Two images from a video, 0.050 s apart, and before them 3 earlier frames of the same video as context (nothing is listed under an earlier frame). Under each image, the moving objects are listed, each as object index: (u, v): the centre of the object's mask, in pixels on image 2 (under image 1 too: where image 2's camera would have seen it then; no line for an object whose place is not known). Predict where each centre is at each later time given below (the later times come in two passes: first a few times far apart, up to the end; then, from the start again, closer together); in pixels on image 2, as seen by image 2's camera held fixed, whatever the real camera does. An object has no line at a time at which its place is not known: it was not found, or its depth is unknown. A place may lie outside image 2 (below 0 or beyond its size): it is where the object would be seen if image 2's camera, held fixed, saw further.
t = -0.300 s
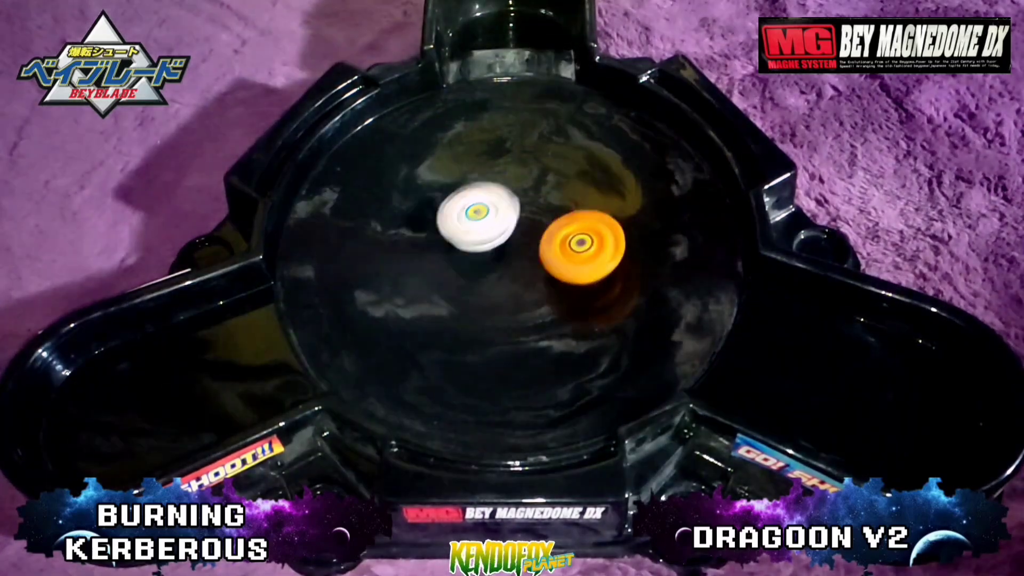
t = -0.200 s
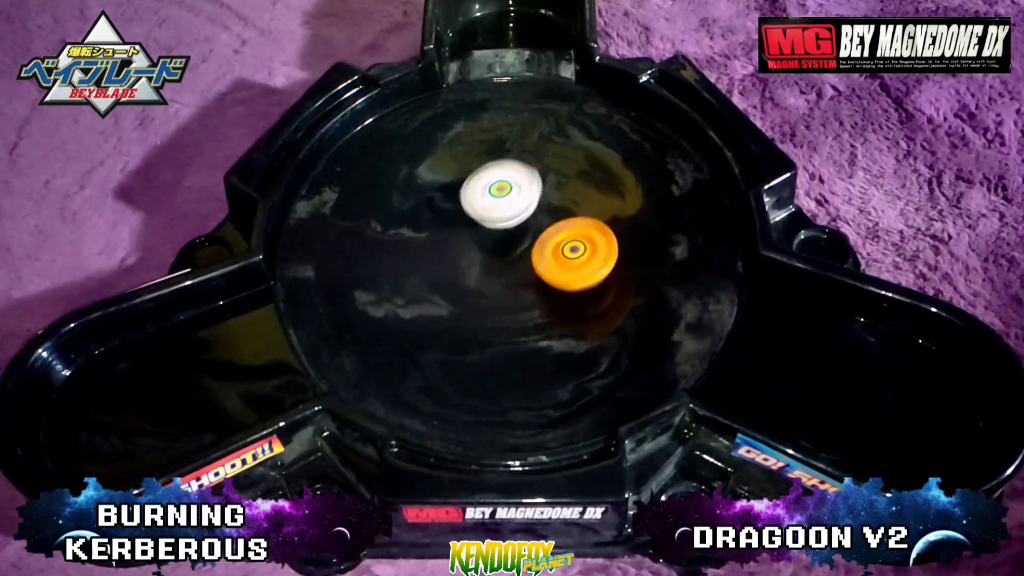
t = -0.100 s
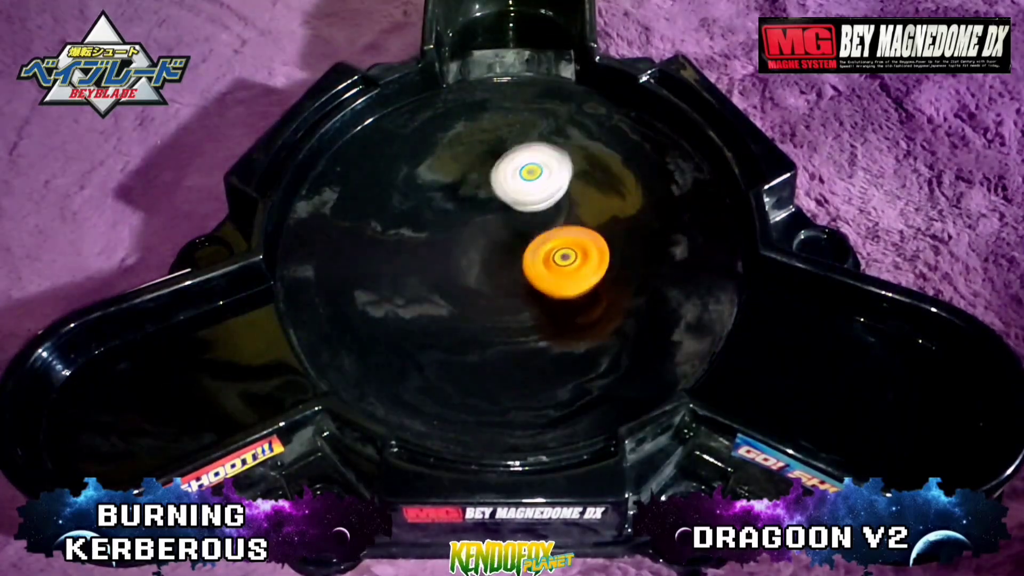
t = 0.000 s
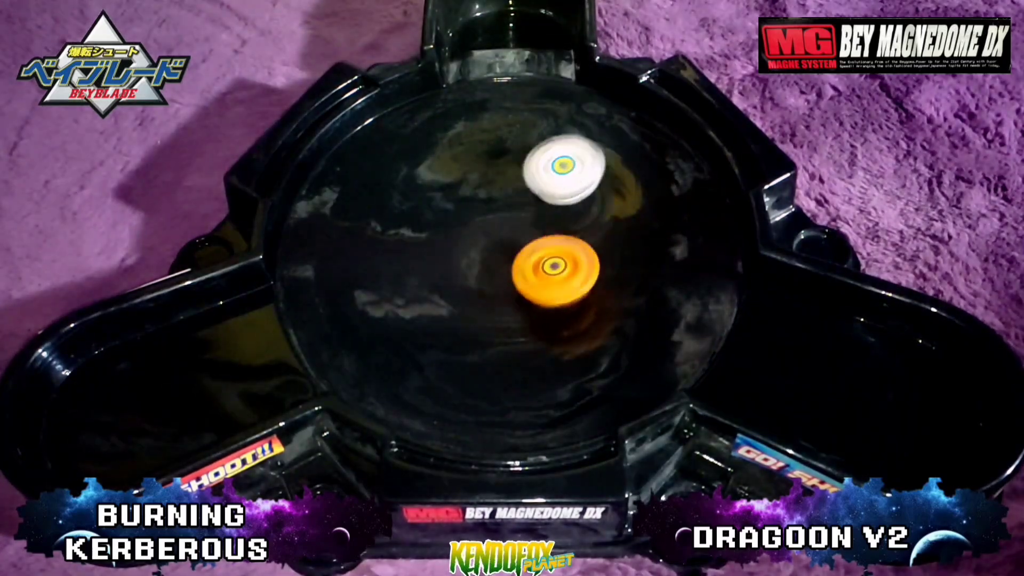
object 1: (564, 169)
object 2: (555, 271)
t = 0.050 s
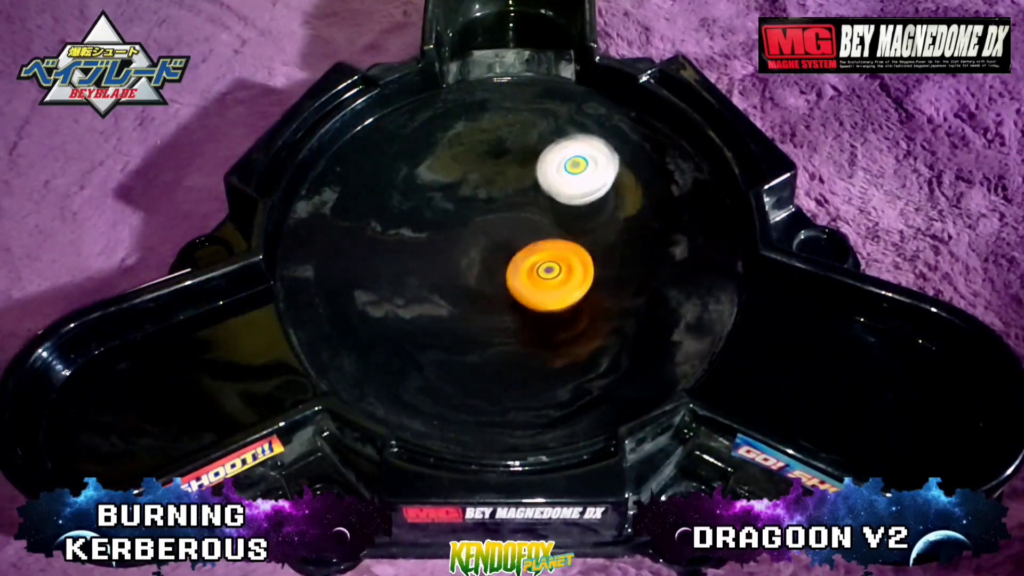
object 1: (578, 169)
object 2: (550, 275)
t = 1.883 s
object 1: (592, 214)
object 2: (457, 212)
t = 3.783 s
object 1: (522, 202)
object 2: (556, 293)
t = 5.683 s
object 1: (448, 316)
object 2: (491, 187)
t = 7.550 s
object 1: (565, 202)
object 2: (408, 311)
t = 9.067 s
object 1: (484, 322)
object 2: (525, 193)
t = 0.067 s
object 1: (582, 169)
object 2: (548, 277)
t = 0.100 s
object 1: (590, 171)
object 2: (544, 279)
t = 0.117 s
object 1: (593, 172)
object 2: (542, 281)
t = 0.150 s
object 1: (599, 175)
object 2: (538, 283)
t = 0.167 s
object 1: (601, 177)
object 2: (536, 284)
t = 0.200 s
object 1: (606, 181)
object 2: (532, 286)
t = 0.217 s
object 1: (608, 183)
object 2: (530, 287)
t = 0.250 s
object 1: (610, 187)
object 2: (527, 288)
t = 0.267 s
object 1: (611, 190)
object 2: (525, 289)
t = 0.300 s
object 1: (613, 195)
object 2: (522, 290)
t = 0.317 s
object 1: (613, 198)
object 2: (520, 291)
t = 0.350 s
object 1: (613, 204)
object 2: (517, 291)
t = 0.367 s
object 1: (612, 207)
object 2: (515, 291)
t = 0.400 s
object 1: (609, 214)
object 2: (511, 292)
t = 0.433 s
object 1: (606, 222)
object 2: (507, 292)
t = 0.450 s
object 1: (603, 226)
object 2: (506, 292)
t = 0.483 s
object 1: (597, 233)
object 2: (502, 292)
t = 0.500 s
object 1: (594, 237)
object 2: (500, 292)
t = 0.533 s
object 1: (586, 243)
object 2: (496, 292)
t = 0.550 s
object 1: (581, 246)
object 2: (494, 292)
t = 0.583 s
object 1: (572, 251)
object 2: (491, 291)
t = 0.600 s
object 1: (567, 253)
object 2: (489, 291)
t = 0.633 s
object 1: (564, 250)
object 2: (482, 293)
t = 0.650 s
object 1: (560, 249)
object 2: (478, 294)
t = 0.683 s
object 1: (553, 249)
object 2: (474, 294)
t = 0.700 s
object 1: (550, 249)
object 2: (473, 293)
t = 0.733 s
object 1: (545, 248)
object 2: (471, 292)
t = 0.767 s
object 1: (540, 243)
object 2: (465, 291)
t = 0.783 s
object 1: (538, 242)
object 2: (464, 291)
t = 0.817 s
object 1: (533, 241)
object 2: (462, 289)
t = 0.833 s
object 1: (531, 241)
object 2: (461, 288)
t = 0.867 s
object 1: (535, 233)
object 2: (450, 290)
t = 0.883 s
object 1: (538, 228)
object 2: (444, 292)
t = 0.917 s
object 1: (540, 222)
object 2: (438, 292)
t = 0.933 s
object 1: (541, 220)
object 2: (437, 292)
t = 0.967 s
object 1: (542, 216)
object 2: (436, 292)
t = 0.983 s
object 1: (542, 215)
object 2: (435, 292)
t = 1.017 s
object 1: (543, 211)
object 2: (434, 292)
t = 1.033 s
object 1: (543, 210)
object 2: (434, 292)
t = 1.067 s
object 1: (545, 208)
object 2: (433, 291)
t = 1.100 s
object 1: (547, 207)
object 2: (433, 290)
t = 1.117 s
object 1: (547, 206)
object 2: (433, 289)
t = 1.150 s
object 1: (549, 206)
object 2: (433, 288)
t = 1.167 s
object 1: (550, 206)
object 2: (434, 287)
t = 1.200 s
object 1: (552, 206)
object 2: (435, 285)
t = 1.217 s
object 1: (552, 206)
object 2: (435, 284)
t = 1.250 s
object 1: (553, 207)
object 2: (437, 281)
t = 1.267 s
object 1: (553, 208)
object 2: (438, 279)
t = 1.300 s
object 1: (552, 210)
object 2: (440, 277)
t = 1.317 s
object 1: (551, 210)
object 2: (441, 275)
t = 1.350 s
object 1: (549, 212)
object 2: (442, 272)
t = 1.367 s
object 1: (548, 212)
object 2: (443, 270)
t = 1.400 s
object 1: (544, 212)
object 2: (446, 266)
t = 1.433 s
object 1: (540, 212)
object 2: (447, 261)
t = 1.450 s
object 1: (538, 212)
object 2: (448, 259)
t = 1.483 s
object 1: (533, 212)
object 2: (450, 253)
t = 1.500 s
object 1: (531, 213)
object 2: (451, 251)
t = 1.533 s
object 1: (527, 213)
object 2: (454, 244)
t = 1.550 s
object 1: (526, 213)
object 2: (454, 242)
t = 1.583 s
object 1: (531, 207)
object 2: (455, 237)
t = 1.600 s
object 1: (532, 206)
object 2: (456, 234)
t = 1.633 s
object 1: (534, 205)
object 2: (458, 228)
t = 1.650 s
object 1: (538, 204)
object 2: (459, 227)
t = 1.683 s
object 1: (549, 203)
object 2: (454, 227)
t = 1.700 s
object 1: (554, 203)
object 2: (452, 226)
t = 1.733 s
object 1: (562, 204)
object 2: (450, 222)
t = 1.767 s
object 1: (570, 205)
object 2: (449, 218)
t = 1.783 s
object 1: (574, 206)
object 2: (450, 217)
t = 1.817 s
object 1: (580, 208)
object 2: (452, 215)
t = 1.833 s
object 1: (584, 209)
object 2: (453, 214)
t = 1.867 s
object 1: (589, 212)
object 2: (456, 212)
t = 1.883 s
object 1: (592, 214)
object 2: (457, 212)
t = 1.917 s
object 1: (596, 217)
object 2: (460, 210)
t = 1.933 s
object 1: (598, 219)
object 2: (461, 209)
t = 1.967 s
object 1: (601, 223)
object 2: (465, 208)
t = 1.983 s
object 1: (602, 225)
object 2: (467, 207)
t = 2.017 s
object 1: (603, 229)
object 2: (471, 206)
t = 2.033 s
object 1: (604, 232)
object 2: (473, 205)
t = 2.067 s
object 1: (603, 236)
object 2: (477, 204)
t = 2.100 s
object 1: (602, 241)
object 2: (482, 202)
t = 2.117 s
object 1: (600, 243)
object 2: (484, 202)
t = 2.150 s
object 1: (598, 248)
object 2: (490, 201)
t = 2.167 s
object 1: (595, 250)
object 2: (492, 200)
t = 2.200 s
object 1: (590, 254)
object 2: (497, 200)
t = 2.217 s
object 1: (588, 256)
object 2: (499, 199)
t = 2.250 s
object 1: (581, 259)
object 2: (504, 199)
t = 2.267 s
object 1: (578, 261)
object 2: (507, 199)
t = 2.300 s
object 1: (571, 262)
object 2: (511, 199)
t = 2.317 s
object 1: (568, 263)
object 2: (514, 199)
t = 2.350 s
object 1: (561, 263)
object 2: (518, 199)
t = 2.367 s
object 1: (557, 263)
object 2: (520, 199)
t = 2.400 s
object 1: (549, 263)
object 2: (524, 198)
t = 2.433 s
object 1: (549, 275)
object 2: (522, 185)
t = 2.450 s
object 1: (549, 283)
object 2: (518, 176)
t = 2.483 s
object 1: (547, 293)
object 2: (513, 163)
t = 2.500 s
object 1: (544, 296)
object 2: (511, 160)
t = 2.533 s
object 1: (536, 300)
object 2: (508, 159)
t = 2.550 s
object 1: (532, 302)
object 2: (506, 158)
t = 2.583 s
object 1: (523, 306)
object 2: (504, 158)
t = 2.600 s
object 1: (519, 308)
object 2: (503, 158)
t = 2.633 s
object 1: (509, 310)
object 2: (501, 159)
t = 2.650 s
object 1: (505, 312)
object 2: (500, 159)
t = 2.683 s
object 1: (496, 314)
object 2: (498, 161)
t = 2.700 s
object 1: (491, 315)
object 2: (498, 162)
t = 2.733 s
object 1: (482, 316)
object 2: (496, 165)
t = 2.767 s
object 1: (474, 316)
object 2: (494, 169)
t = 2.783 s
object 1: (469, 316)
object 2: (494, 171)
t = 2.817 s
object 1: (461, 315)
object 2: (493, 175)
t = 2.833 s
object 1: (457, 314)
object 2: (493, 177)
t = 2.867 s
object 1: (450, 312)
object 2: (493, 181)
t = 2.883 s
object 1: (447, 311)
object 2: (493, 184)
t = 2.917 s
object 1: (441, 309)
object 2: (493, 189)
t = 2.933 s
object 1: (438, 307)
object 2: (493, 191)
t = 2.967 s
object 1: (433, 304)
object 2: (495, 196)
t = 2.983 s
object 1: (431, 302)
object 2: (496, 199)
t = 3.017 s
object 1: (427, 298)
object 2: (499, 204)
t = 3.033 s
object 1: (426, 296)
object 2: (500, 206)
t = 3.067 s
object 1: (424, 291)
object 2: (505, 211)
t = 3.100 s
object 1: (422, 287)
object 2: (509, 216)
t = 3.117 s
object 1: (421, 284)
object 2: (511, 219)
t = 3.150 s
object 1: (421, 279)
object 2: (515, 224)
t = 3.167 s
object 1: (421, 276)
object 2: (517, 227)
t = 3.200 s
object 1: (421, 270)
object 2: (521, 232)
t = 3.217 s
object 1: (423, 267)
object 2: (523, 235)
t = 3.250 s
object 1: (425, 261)
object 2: (526, 241)
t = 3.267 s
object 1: (427, 259)
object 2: (528, 244)
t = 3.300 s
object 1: (431, 253)
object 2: (531, 249)
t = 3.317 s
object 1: (433, 250)
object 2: (532, 251)
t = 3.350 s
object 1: (438, 245)
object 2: (535, 256)
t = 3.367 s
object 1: (441, 243)
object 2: (536, 258)
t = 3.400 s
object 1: (447, 238)
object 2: (538, 263)
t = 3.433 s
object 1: (453, 235)
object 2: (540, 268)
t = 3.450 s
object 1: (457, 233)
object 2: (541, 270)
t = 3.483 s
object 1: (464, 229)
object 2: (543, 274)
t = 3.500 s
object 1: (466, 228)
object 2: (544, 277)
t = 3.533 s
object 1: (473, 225)
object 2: (545, 280)
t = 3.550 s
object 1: (477, 223)
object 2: (546, 282)
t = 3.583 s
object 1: (484, 220)
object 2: (548, 285)
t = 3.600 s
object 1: (487, 219)
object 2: (549, 286)
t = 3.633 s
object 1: (494, 215)
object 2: (550, 288)
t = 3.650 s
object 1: (497, 214)
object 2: (551, 289)
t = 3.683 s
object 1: (504, 211)
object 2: (553, 291)
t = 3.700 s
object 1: (507, 209)
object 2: (554, 292)
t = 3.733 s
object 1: (513, 206)
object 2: (555, 293)
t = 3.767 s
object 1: (519, 204)
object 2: (556, 293)
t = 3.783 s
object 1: (522, 202)
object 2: (556, 293)
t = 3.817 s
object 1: (528, 200)
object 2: (557, 293)
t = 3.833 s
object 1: (531, 198)
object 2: (557, 294)
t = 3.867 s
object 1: (538, 196)
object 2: (557, 293)
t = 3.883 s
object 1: (541, 195)
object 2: (557, 293)
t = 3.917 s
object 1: (548, 194)
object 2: (556, 293)
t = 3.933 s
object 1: (551, 194)
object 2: (556, 293)
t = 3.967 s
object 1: (557, 194)
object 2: (553, 292)
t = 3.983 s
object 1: (560, 193)
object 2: (553, 292)
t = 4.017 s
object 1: (565, 194)
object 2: (550, 291)
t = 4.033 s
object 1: (568, 194)
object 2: (549, 290)
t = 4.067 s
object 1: (572, 195)
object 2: (547, 289)
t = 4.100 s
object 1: (576, 197)
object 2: (544, 287)
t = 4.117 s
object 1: (577, 198)
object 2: (542, 287)
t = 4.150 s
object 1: (580, 201)
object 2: (538, 286)
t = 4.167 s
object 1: (581, 202)
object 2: (537, 285)
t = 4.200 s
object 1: (583, 205)
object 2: (532, 284)
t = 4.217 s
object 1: (584, 207)
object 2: (531, 283)
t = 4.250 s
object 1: (585, 212)
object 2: (526, 281)
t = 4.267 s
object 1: (585, 213)
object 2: (524, 280)
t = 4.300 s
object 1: (584, 218)
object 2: (520, 278)
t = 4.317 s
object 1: (584, 220)
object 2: (518, 277)
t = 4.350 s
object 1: (581, 226)
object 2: (513, 275)
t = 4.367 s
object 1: (580, 228)
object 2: (511, 273)
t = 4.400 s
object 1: (578, 233)
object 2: (508, 272)
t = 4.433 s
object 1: (580, 233)
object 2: (501, 274)
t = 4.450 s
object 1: (593, 224)
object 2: (486, 283)
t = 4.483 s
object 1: (608, 209)
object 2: (463, 295)
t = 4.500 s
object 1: (613, 203)
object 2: (456, 299)
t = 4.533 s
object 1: (618, 198)
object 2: (449, 302)
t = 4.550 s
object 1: (620, 198)
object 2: (448, 303)
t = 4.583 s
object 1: (622, 200)
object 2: (447, 304)
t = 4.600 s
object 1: (624, 201)
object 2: (446, 305)
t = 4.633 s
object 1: (627, 202)
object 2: (446, 305)
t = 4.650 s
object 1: (628, 203)
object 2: (446, 305)
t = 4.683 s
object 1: (629, 206)
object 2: (446, 305)
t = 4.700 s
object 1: (629, 207)
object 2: (446, 304)
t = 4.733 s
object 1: (629, 209)
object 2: (446, 303)
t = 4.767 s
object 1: (628, 213)
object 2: (446, 301)
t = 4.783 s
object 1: (628, 215)
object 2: (447, 300)
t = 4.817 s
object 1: (625, 218)
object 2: (448, 298)
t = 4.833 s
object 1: (624, 220)
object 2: (448, 297)
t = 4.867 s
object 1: (621, 224)
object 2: (450, 294)
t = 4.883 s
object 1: (619, 226)
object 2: (451, 292)
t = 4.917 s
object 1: (615, 230)
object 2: (453, 289)
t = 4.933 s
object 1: (612, 233)
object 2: (454, 287)
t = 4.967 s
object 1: (607, 238)
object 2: (456, 283)
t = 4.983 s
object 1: (604, 240)
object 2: (456, 281)
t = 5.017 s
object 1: (597, 246)
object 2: (458, 275)
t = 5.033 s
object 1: (594, 248)
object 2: (459, 273)
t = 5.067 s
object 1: (587, 253)
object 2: (460, 267)
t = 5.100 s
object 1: (579, 258)
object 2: (462, 260)
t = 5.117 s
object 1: (575, 260)
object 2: (462, 257)
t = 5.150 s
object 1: (567, 264)
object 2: (464, 251)
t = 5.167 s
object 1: (563, 266)
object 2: (465, 248)
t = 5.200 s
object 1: (555, 270)
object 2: (467, 241)
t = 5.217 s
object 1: (551, 272)
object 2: (468, 238)
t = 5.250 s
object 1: (543, 277)
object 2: (470, 232)
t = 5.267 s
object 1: (539, 278)
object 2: (471, 228)
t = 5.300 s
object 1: (531, 283)
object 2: (473, 222)
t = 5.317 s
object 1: (526, 285)
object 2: (474, 220)
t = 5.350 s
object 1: (518, 289)
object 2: (476, 214)
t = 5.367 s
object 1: (514, 291)
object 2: (477, 211)
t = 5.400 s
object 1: (506, 295)
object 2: (479, 206)
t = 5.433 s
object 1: (499, 299)
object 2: (481, 202)
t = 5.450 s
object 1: (495, 301)
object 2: (482, 200)
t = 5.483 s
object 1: (488, 305)
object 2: (483, 197)
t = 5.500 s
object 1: (484, 306)
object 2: (484, 195)
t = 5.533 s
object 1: (477, 309)
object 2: (485, 193)
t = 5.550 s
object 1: (473, 310)
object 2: (486, 192)
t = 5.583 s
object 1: (466, 312)
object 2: (487, 190)
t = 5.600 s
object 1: (463, 313)
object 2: (487, 189)
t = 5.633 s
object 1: (456, 314)
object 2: (489, 188)
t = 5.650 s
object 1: (454, 315)
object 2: (490, 188)
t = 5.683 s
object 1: (448, 316)
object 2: (491, 187)
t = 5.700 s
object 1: (446, 317)
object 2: (492, 187)
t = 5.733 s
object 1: (442, 317)
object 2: (494, 187)
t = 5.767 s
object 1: (438, 317)
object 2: (495, 187)
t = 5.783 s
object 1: (436, 317)
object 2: (496, 187)
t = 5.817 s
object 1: (434, 316)
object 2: (498, 188)
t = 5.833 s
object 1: (433, 316)
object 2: (499, 188)
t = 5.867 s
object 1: (431, 315)
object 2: (501, 189)
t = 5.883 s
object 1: (431, 314)
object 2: (502, 190)
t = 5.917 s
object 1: (431, 312)
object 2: (505, 192)
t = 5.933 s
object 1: (431, 311)
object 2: (507, 193)
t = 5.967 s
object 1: (431, 308)
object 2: (510, 195)
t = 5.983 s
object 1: (432, 306)
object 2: (512, 196)
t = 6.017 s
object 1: (433, 303)
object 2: (516, 199)
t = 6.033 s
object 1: (434, 302)
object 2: (517, 201)
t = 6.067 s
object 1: (436, 298)
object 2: (522, 204)
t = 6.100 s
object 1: (438, 294)
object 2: (526, 208)
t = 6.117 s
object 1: (439, 291)
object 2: (529, 210)
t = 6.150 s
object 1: (442, 287)
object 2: (534, 214)
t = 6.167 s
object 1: (443, 284)
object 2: (538, 216)
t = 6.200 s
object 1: (446, 279)
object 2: (543, 221)
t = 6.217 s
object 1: (448, 276)
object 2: (545, 223)
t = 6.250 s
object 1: (452, 271)
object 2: (549, 227)
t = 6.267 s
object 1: (454, 268)
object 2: (551, 229)
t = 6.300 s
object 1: (458, 262)
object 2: (554, 234)
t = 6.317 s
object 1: (459, 259)
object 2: (557, 235)
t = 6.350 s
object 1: (463, 253)
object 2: (560, 240)
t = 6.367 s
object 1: (465, 250)
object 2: (561, 242)
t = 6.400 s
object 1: (468, 244)
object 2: (563, 246)
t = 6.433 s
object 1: (471, 238)
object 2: (565, 249)
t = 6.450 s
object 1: (473, 234)
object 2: (566, 251)
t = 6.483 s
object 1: (475, 228)
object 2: (568, 255)
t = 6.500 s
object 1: (477, 225)
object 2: (569, 256)
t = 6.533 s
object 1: (479, 218)
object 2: (570, 259)
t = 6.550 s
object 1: (480, 215)
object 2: (570, 260)
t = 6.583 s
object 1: (482, 209)
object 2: (571, 262)
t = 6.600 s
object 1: (482, 206)
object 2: (570, 264)
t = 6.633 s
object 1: (484, 200)
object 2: (570, 265)
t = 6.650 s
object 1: (484, 197)
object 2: (571, 266)
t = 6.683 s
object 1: (486, 192)
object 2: (570, 268)
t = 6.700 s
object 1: (487, 189)
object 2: (570, 269)
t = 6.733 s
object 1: (488, 184)
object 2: (569, 270)
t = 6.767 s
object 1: (491, 180)
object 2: (568, 271)
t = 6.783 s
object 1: (491, 177)
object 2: (567, 272)
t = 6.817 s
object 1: (493, 174)
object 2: (565, 273)
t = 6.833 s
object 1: (494, 172)
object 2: (564, 273)
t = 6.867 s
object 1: (496, 169)
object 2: (562, 275)
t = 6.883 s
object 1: (496, 168)
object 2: (560, 275)
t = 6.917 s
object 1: (498, 166)
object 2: (556, 277)
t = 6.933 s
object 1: (499, 166)
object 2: (554, 277)
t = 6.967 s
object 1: (500, 165)
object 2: (549, 278)
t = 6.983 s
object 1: (501, 165)
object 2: (547, 278)
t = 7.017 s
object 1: (502, 165)
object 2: (541, 279)
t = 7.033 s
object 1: (503, 166)
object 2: (538, 280)
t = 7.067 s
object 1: (504, 168)
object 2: (532, 281)
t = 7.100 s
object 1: (505, 170)
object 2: (525, 281)
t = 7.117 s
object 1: (506, 171)
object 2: (522, 281)
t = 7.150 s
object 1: (508, 175)
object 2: (515, 281)
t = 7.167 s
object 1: (508, 177)
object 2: (512, 281)
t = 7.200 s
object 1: (510, 182)
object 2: (506, 280)
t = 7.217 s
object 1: (511, 184)
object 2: (502, 279)
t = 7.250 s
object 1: (513, 189)
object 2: (496, 278)
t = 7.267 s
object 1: (513, 191)
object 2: (494, 277)
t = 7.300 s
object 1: (515, 196)
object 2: (488, 275)
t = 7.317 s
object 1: (515, 199)
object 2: (484, 274)
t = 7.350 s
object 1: (516, 205)
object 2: (479, 272)
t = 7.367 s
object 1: (517, 208)
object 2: (476, 271)
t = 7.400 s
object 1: (520, 212)
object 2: (467, 271)
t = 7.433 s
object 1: (535, 202)
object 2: (444, 286)
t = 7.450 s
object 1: (541, 200)
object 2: (435, 291)
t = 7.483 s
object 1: (549, 198)
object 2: (422, 300)
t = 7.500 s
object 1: (553, 198)
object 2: (416, 304)
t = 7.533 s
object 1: (560, 201)
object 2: (410, 309)
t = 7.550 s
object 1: (565, 202)
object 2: (408, 311)
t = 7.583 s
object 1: (571, 204)
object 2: (405, 313)
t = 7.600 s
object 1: (575, 205)
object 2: (404, 313)
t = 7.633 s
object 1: (581, 207)
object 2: (403, 314)
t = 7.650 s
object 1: (585, 208)
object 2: (403, 315)
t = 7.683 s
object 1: (590, 210)
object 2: (403, 315)
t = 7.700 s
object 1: (593, 210)
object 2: (404, 315)
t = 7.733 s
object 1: (598, 212)
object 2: (405, 315)
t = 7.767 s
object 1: (602, 214)
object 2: (406, 315)
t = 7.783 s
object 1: (605, 215)
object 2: (406, 315)
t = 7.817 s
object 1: (608, 216)
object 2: (407, 313)
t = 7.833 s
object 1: (610, 217)
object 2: (409, 312)
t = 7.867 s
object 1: (613, 218)
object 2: (411, 310)
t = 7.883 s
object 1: (614, 219)
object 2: (412, 309)
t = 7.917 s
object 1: (615, 221)
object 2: (416, 306)
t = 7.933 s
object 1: (616, 222)
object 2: (418, 304)
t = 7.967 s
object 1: (616, 224)
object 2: (423, 300)
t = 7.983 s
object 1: (617, 225)
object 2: (426, 297)
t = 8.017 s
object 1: (616, 227)
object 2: (432, 293)
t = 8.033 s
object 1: (615, 229)
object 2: (435, 290)
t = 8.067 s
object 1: (613, 232)
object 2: (443, 284)
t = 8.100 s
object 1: (610, 235)
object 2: (451, 277)
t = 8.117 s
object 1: (609, 236)
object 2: (456, 273)
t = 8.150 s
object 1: (604, 240)
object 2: (465, 263)
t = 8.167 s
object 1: (603, 242)
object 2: (469, 258)
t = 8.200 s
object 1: (598, 246)
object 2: (478, 246)
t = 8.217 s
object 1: (596, 247)
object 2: (482, 239)
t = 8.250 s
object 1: (591, 251)
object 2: (490, 226)
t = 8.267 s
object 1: (588, 253)
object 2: (494, 220)
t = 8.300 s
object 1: (582, 257)
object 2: (503, 209)
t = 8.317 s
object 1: (579, 259)
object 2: (507, 203)
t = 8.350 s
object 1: (573, 262)
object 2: (514, 193)
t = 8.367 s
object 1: (569, 264)
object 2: (516, 188)
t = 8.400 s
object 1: (563, 267)
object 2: (519, 179)
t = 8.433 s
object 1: (557, 270)
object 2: (521, 172)
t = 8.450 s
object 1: (554, 272)
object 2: (521, 169)
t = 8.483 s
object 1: (548, 276)
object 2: (522, 163)
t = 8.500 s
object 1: (546, 277)
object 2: (524, 161)
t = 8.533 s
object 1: (540, 281)
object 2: (524, 157)
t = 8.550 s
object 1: (537, 283)
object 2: (524, 155)
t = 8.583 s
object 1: (532, 287)
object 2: (525, 152)
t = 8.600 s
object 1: (530, 289)
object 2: (525, 150)
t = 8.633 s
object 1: (525, 293)
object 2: (526, 148)
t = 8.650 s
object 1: (523, 295)
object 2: (526, 148)
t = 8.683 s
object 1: (519, 300)
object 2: (527, 147)
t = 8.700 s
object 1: (517, 302)
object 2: (526, 148)
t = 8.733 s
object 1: (513, 306)
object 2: (526, 148)
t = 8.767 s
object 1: (509, 309)
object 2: (527, 149)
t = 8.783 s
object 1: (507, 311)
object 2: (527, 149)
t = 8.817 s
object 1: (503, 314)
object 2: (527, 150)
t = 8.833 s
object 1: (502, 315)
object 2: (528, 151)
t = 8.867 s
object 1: (498, 317)
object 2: (528, 154)
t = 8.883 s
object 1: (497, 319)
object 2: (528, 156)
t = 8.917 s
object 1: (494, 320)
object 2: (528, 161)
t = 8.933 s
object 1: (493, 321)
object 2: (528, 163)
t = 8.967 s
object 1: (490, 322)
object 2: (528, 169)
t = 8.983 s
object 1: (489, 322)
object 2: (528, 173)
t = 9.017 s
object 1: (487, 322)
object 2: (528, 180)
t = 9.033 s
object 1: (486, 322)
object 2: (527, 183)
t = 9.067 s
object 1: (484, 322)
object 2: (525, 193)
